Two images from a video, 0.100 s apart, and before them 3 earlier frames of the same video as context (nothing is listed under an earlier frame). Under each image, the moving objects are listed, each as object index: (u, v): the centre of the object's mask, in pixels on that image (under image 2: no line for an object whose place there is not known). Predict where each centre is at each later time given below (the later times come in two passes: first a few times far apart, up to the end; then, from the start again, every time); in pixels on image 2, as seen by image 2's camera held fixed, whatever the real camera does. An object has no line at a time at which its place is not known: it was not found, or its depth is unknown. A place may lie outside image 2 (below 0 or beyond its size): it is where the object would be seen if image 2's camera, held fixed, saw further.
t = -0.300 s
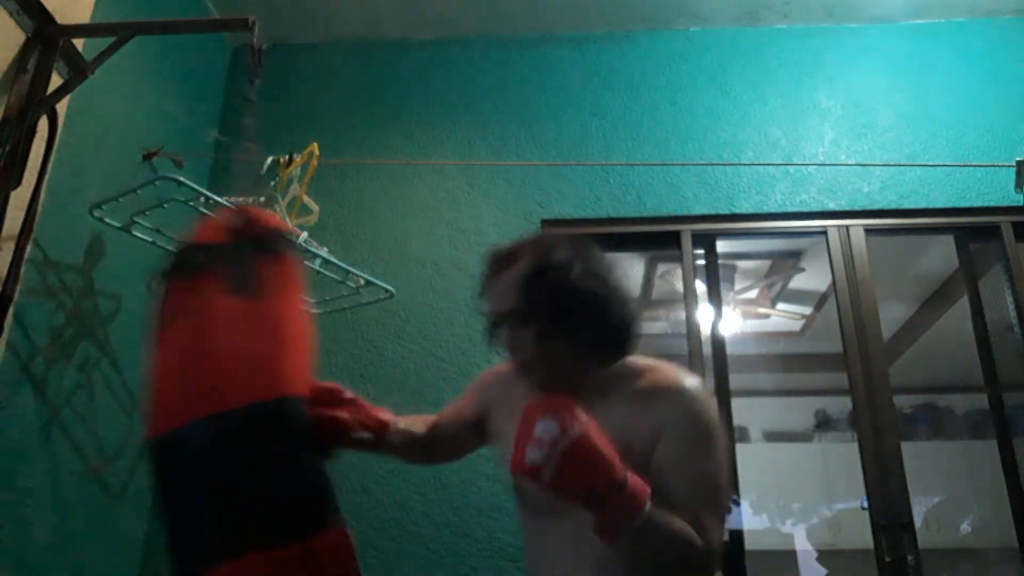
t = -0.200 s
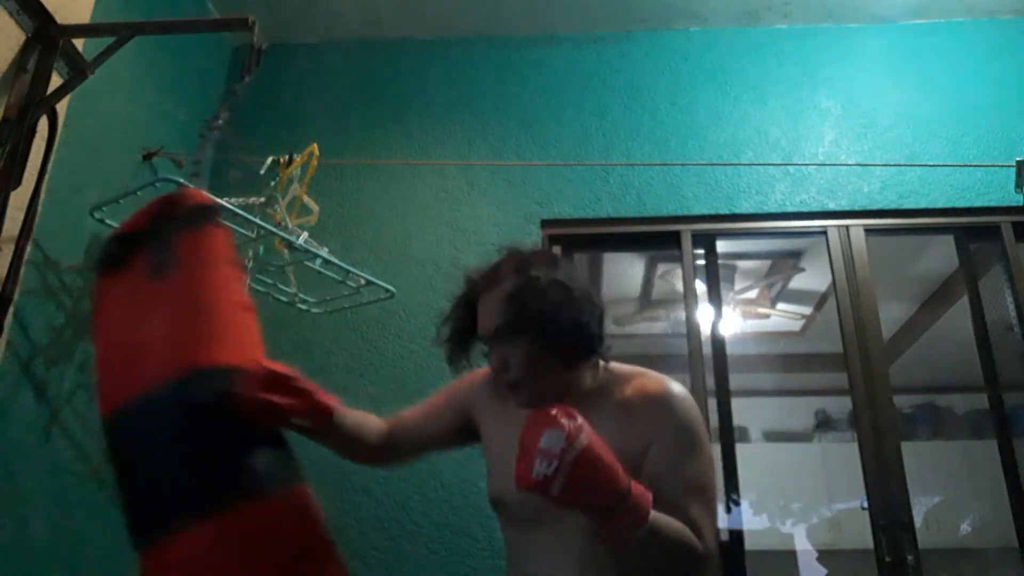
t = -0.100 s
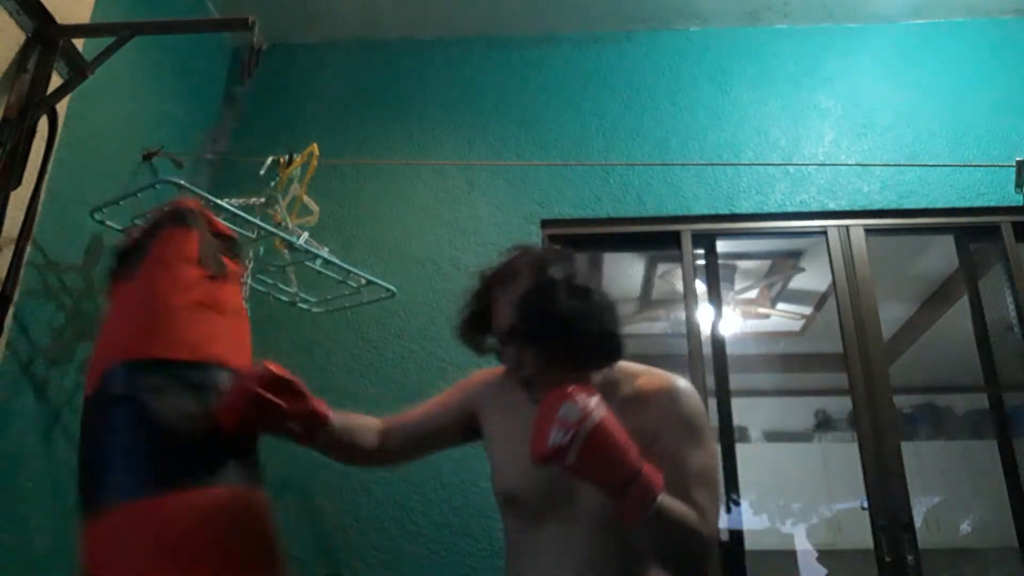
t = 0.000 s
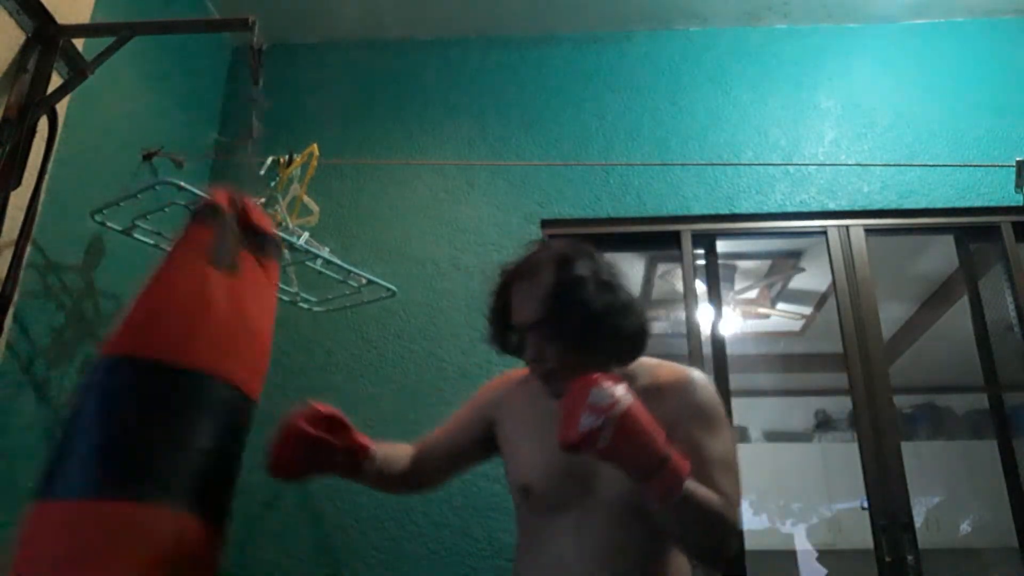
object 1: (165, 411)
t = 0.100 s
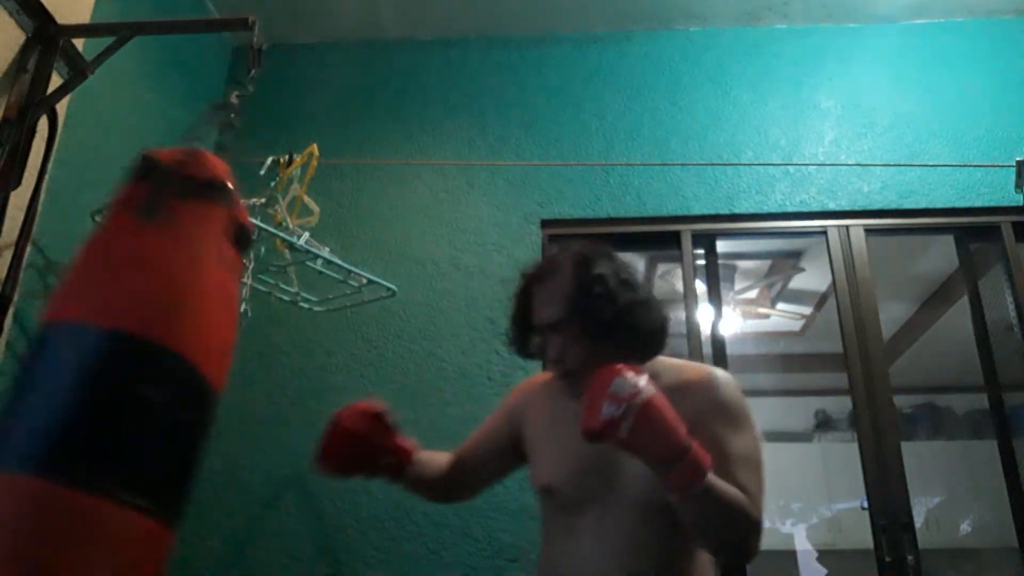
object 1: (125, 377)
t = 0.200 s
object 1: (107, 365)
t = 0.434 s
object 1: (108, 349)
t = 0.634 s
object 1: (100, 363)
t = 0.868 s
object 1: (165, 404)
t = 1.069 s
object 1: (252, 407)
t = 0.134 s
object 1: (117, 369)
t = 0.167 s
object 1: (110, 364)
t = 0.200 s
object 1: (107, 365)
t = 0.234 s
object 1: (107, 371)
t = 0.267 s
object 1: (107, 371)
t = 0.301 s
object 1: (109, 368)
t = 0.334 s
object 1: (111, 364)
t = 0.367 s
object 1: (112, 361)
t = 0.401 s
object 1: (110, 355)
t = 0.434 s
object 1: (108, 349)
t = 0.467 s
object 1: (103, 344)
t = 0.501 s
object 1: (98, 343)
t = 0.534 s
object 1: (94, 344)
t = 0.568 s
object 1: (94, 349)
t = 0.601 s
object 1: (96, 355)
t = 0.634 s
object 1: (100, 363)
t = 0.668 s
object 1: (108, 369)
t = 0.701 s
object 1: (117, 375)
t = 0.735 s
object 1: (125, 381)
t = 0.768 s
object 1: (134, 388)
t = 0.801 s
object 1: (143, 394)
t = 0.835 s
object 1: (154, 400)
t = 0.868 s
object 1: (165, 404)
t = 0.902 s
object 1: (178, 405)
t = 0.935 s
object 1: (193, 407)
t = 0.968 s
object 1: (209, 408)
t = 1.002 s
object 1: (223, 408)
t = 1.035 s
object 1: (238, 407)
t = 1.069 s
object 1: (252, 407)
